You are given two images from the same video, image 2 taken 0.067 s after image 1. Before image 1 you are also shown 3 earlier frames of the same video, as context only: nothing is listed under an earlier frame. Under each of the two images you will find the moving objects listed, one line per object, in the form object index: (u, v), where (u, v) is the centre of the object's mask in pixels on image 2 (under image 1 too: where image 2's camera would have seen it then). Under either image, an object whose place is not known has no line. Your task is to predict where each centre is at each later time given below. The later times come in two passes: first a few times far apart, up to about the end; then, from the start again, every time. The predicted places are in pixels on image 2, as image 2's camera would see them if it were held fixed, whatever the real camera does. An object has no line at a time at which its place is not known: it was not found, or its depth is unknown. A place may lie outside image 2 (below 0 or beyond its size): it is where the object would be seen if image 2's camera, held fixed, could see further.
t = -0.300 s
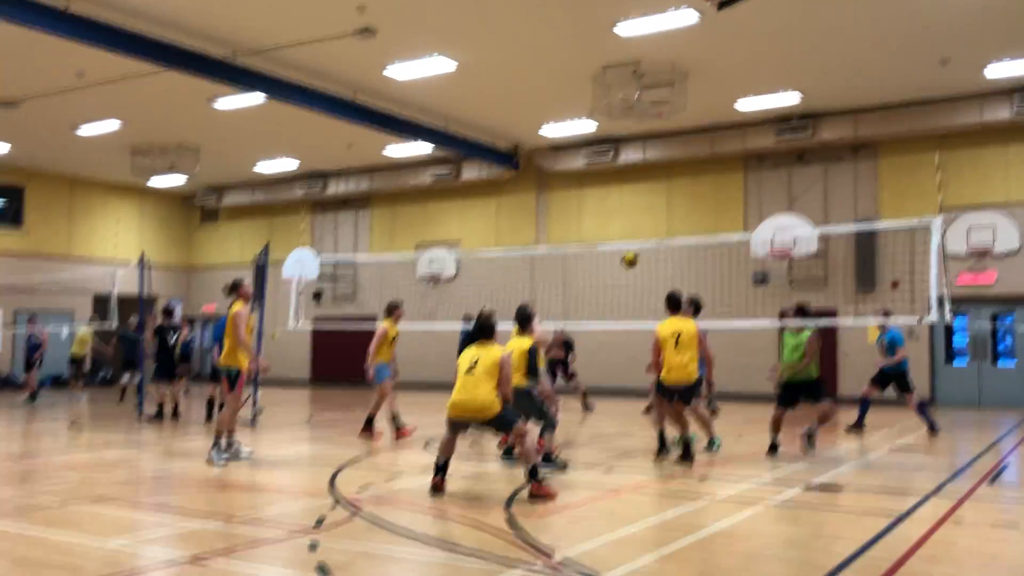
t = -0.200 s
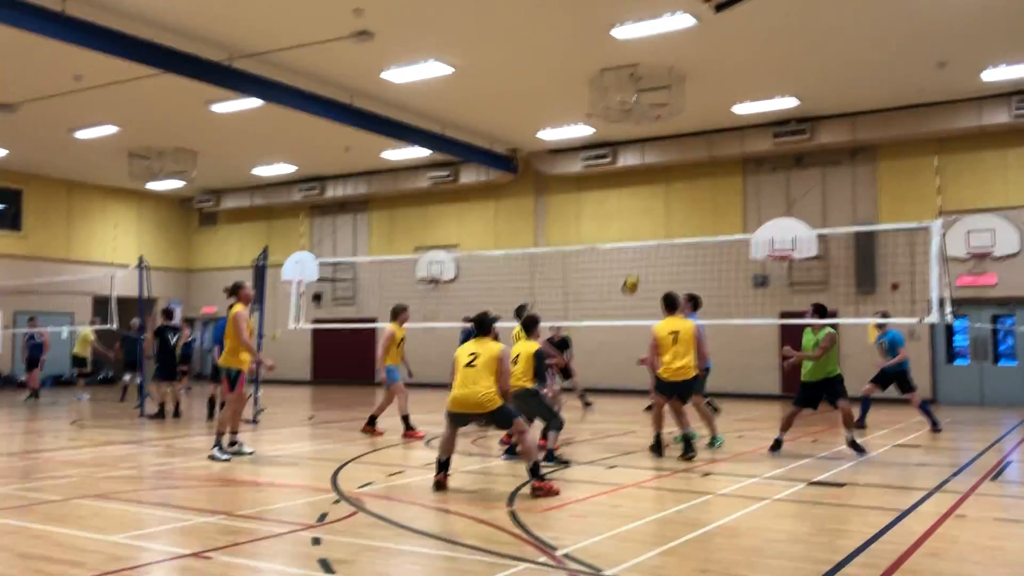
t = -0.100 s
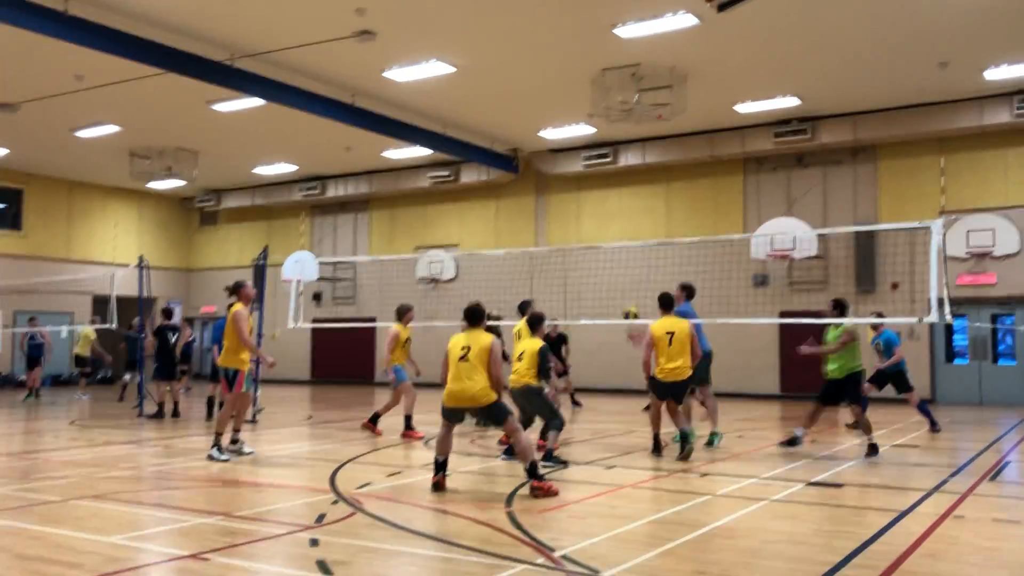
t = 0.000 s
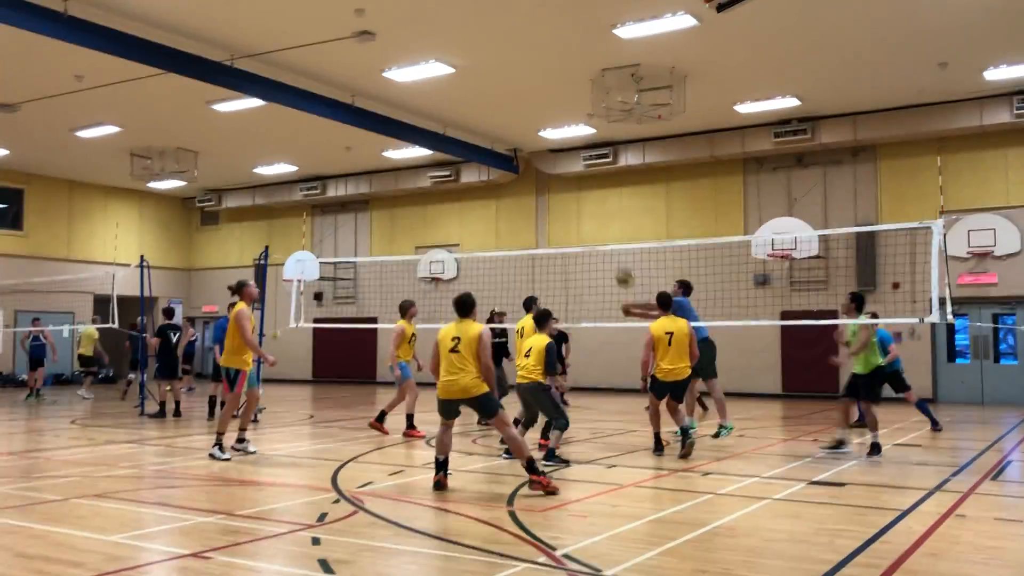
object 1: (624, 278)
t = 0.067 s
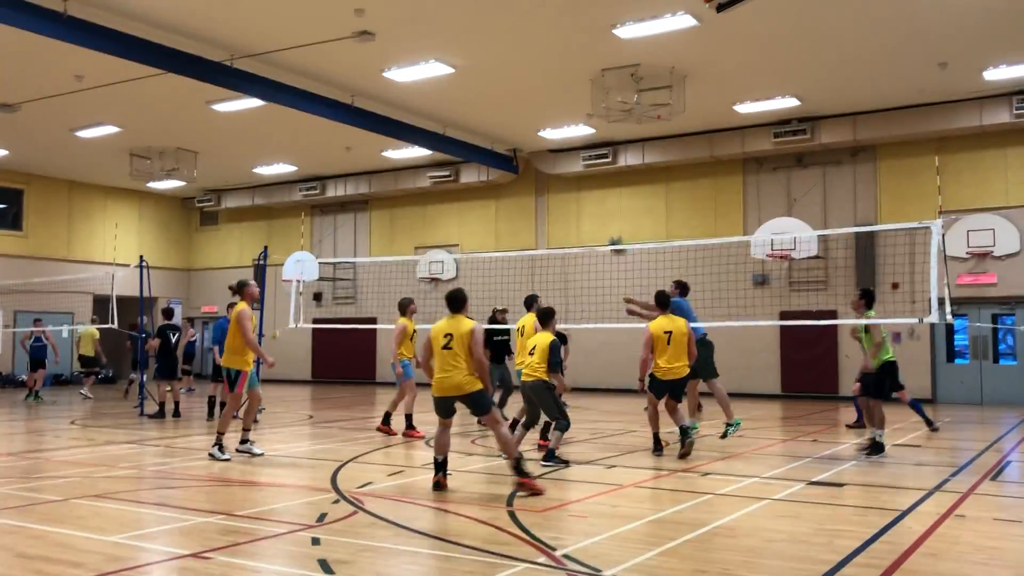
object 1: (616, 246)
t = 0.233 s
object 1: (603, 180)
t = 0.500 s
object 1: (577, 114)
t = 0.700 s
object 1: (557, 101)
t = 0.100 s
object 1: (613, 229)
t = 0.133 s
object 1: (611, 216)
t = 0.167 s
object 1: (609, 204)
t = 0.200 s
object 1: (606, 191)
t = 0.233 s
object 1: (603, 180)
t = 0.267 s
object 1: (599, 169)
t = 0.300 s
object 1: (596, 159)
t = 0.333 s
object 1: (593, 146)
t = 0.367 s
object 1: (589, 140)
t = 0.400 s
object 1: (586, 132)
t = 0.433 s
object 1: (584, 124)
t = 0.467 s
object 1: (581, 118)
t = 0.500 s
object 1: (577, 114)
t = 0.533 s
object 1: (574, 109)
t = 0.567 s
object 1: (570, 106)
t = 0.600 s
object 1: (566, 104)
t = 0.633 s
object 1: (564, 101)
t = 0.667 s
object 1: (560, 101)
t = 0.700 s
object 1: (557, 101)
